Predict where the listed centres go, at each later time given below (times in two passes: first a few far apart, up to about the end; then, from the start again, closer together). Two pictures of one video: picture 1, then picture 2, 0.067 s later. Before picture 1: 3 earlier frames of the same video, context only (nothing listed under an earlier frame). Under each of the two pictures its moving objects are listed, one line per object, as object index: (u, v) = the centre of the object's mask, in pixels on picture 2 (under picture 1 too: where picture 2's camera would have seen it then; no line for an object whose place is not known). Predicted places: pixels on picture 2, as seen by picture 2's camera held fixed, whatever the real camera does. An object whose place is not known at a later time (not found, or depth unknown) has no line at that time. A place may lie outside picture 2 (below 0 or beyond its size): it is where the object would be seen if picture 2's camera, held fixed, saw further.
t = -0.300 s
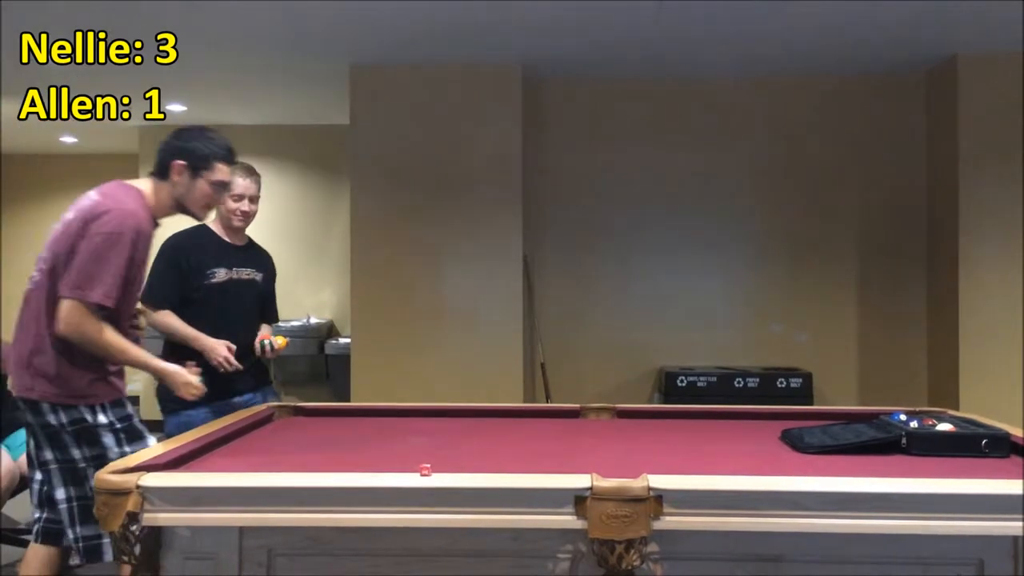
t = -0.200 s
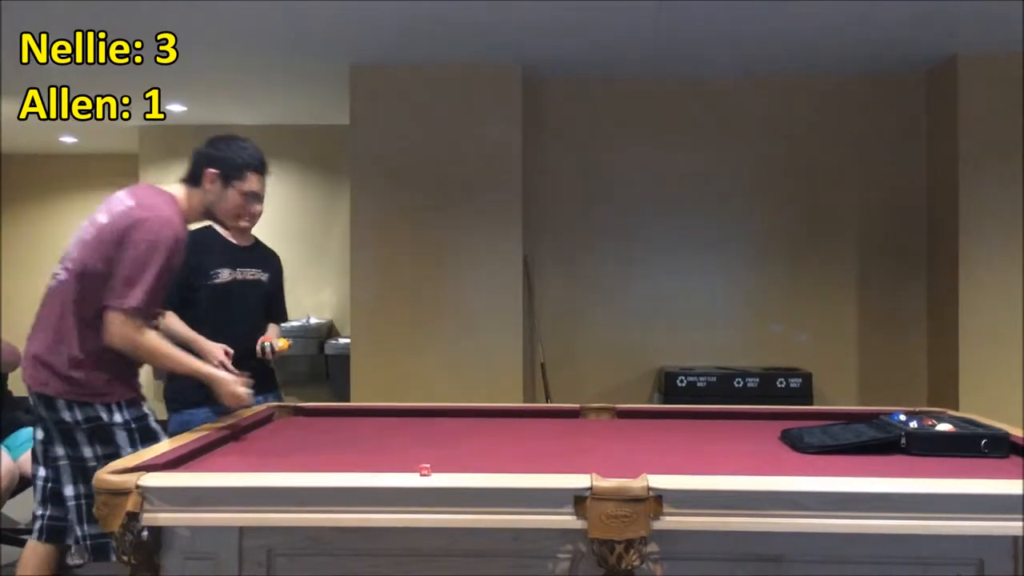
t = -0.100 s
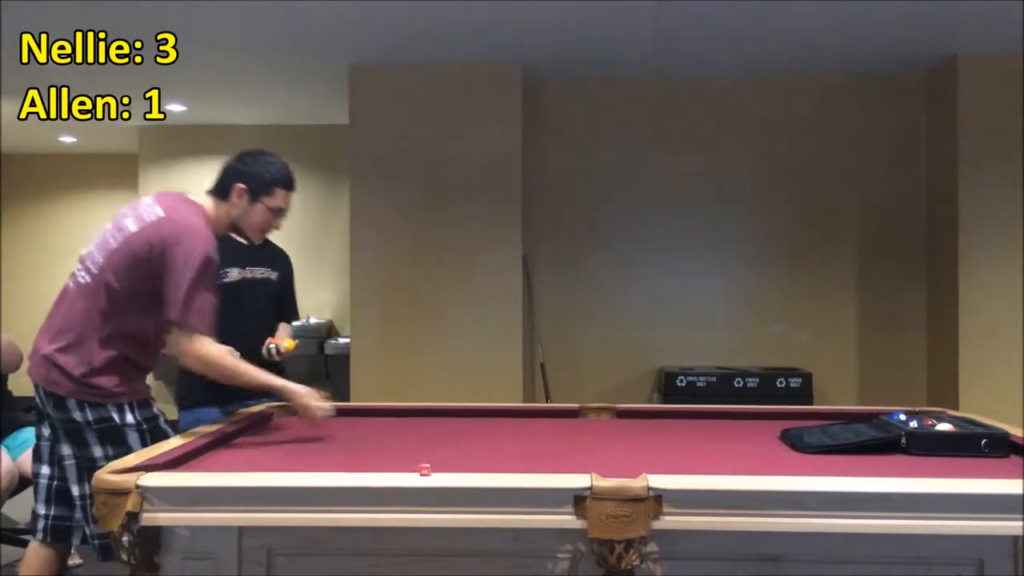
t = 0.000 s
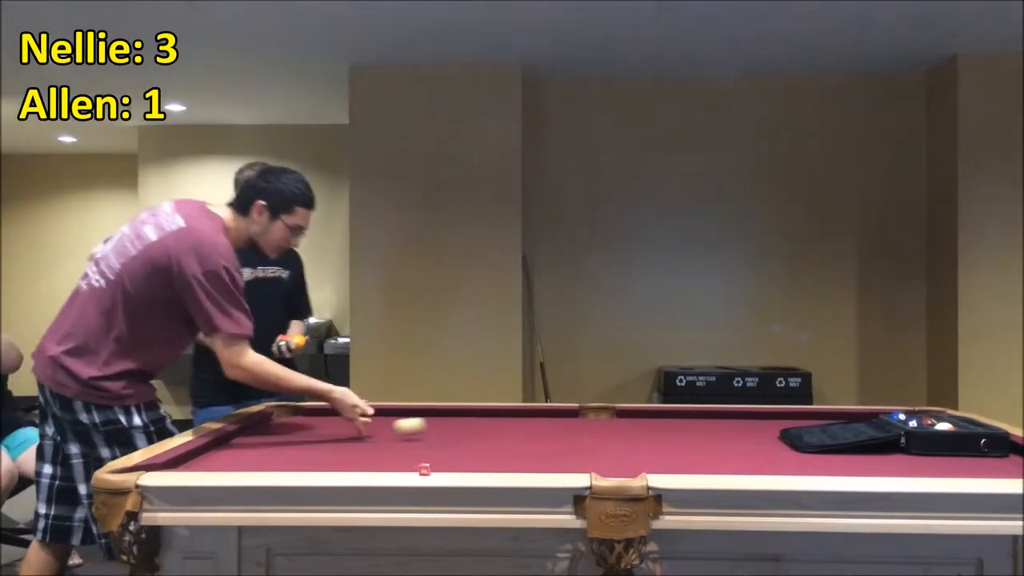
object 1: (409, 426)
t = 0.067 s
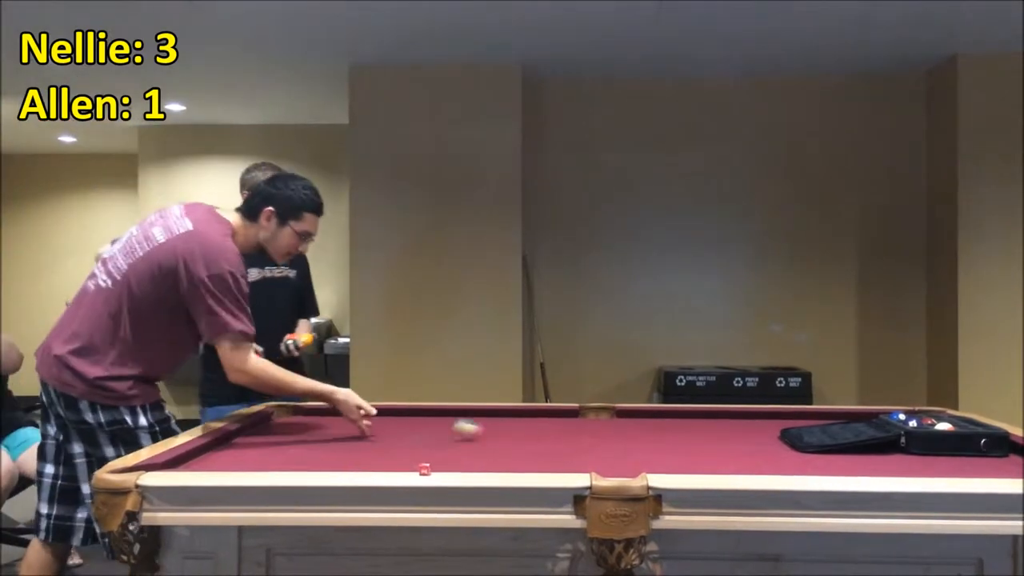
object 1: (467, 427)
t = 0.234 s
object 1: (599, 433)
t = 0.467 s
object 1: (767, 435)
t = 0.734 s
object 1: (878, 414)
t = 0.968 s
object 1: (909, 414)
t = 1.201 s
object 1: (903, 417)
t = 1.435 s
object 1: (903, 418)
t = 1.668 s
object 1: (902, 418)
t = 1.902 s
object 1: (902, 418)
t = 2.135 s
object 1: (903, 418)
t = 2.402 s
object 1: (903, 418)
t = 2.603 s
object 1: (903, 418)
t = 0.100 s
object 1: (493, 432)
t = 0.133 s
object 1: (520, 430)
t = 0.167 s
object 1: (548, 432)
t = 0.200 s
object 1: (575, 432)
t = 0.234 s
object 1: (599, 433)
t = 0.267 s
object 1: (624, 433)
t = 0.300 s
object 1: (648, 433)
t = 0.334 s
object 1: (670, 434)
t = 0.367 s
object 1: (695, 434)
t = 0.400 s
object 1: (720, 436)
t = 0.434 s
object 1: (742, 435)
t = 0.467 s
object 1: (767, 435)
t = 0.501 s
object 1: (788, 432)
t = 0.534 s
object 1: (801, 417)
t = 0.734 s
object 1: (878, 414)
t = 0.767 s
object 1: (889, 415)
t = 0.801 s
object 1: (895, 411)
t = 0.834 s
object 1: (900, 410)
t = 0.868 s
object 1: (904, 413)
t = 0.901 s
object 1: (906, 416)
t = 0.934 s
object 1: (910, 415)
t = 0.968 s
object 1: (909, 414)
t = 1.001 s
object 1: (905, 412)
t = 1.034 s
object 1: (902, 411)
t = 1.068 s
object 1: (901, 412)
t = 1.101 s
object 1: (901, 414)
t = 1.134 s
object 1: (903, 416)
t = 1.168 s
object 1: (905, 417)
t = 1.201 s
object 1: (903, 417)
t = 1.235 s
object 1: (903, 417)
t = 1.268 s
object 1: (903, 417)
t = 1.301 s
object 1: (903, 418)
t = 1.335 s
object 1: (903, 418)
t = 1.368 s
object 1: (903, 418)
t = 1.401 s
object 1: (903, 418)
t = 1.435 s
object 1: (903, 418)
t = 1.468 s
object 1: (903, 418)
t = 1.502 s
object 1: (903, 418)
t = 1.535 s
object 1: (903, 418)
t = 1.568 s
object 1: (902, 418)
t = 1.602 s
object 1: (903, 418)
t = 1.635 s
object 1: (903, 418)
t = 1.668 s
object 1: (902, 418)
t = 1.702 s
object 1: (902, 418)
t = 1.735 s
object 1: (902, 418)
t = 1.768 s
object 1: (902, 418)
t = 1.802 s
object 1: (903, 418)
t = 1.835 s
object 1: (903, 418)
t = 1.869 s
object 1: (902, 418)
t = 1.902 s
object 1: (902, 418)
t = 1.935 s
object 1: (902, 418)
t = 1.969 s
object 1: (902, 418)
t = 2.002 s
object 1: (903, 418)
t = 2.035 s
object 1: (902, 418)
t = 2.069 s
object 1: (902, 418)
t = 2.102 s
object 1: (902, 418)
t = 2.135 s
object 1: (903, 418)
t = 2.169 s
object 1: (903, 418)
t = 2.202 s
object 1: (903, 418)
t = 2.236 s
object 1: (903, 418)
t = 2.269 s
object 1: (903, 418)
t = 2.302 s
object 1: (903, 418)
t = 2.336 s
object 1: (903, 418)
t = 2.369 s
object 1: (903, 418)
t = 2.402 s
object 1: (903, 418)
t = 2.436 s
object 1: (903, 418)
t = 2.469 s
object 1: (903, 418)
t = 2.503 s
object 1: (903, 418)
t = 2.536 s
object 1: (903, 418)
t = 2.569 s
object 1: (903, 418)
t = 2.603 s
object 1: (903, 418)
